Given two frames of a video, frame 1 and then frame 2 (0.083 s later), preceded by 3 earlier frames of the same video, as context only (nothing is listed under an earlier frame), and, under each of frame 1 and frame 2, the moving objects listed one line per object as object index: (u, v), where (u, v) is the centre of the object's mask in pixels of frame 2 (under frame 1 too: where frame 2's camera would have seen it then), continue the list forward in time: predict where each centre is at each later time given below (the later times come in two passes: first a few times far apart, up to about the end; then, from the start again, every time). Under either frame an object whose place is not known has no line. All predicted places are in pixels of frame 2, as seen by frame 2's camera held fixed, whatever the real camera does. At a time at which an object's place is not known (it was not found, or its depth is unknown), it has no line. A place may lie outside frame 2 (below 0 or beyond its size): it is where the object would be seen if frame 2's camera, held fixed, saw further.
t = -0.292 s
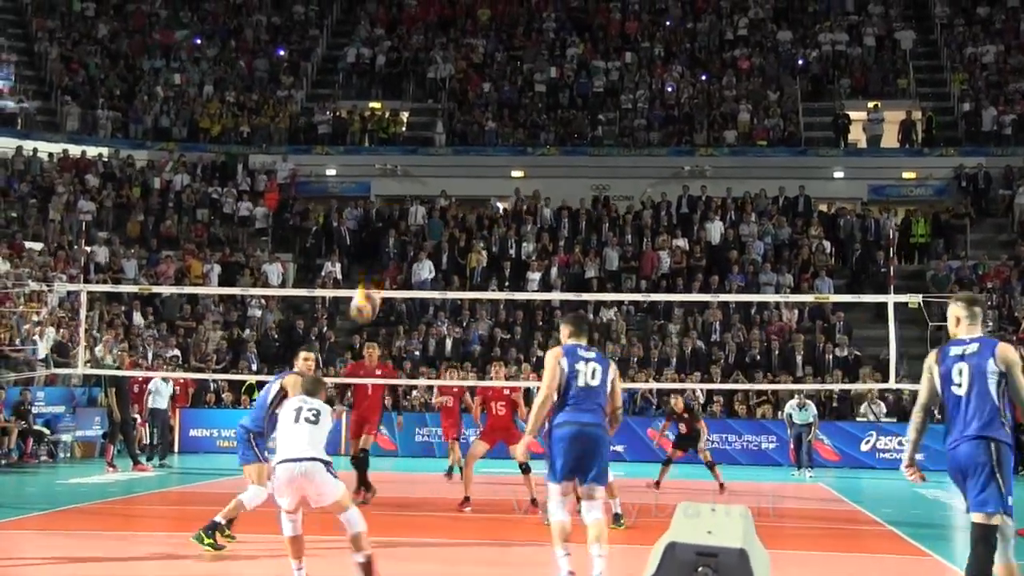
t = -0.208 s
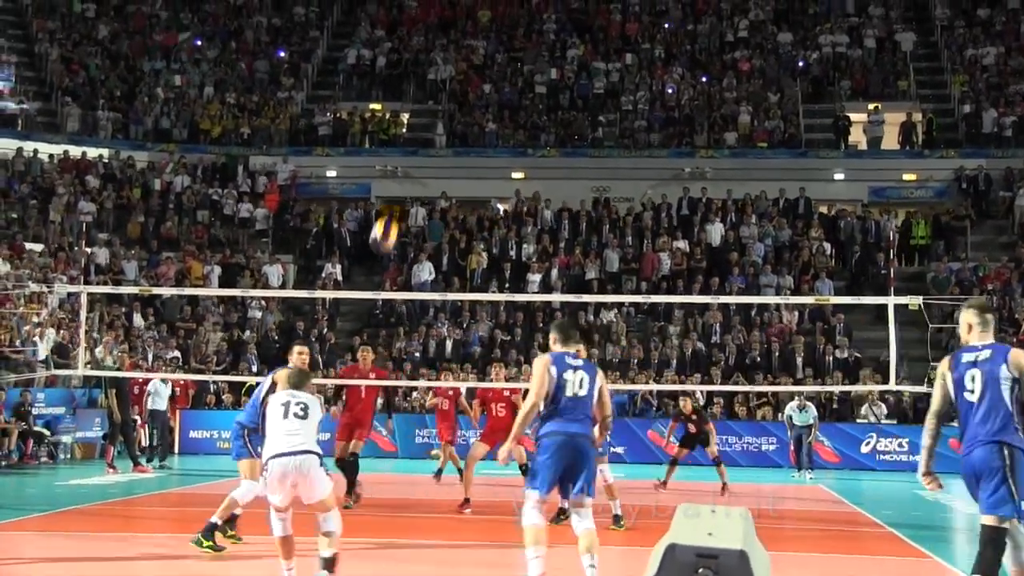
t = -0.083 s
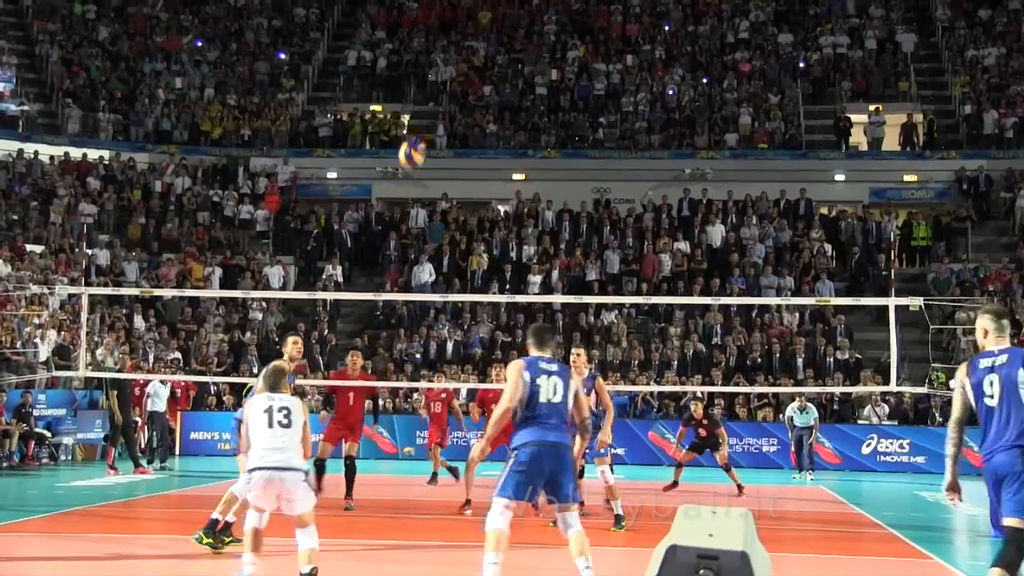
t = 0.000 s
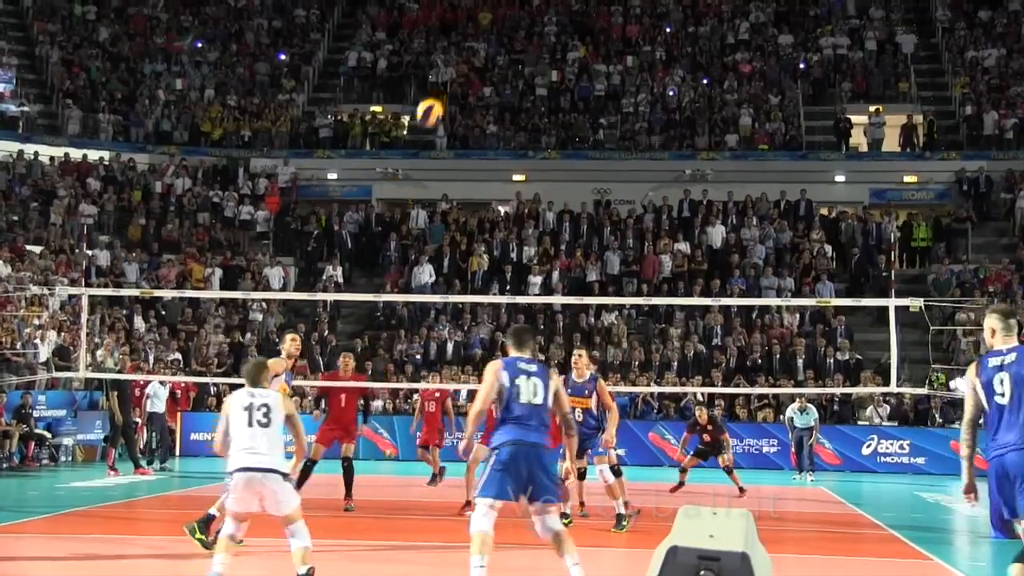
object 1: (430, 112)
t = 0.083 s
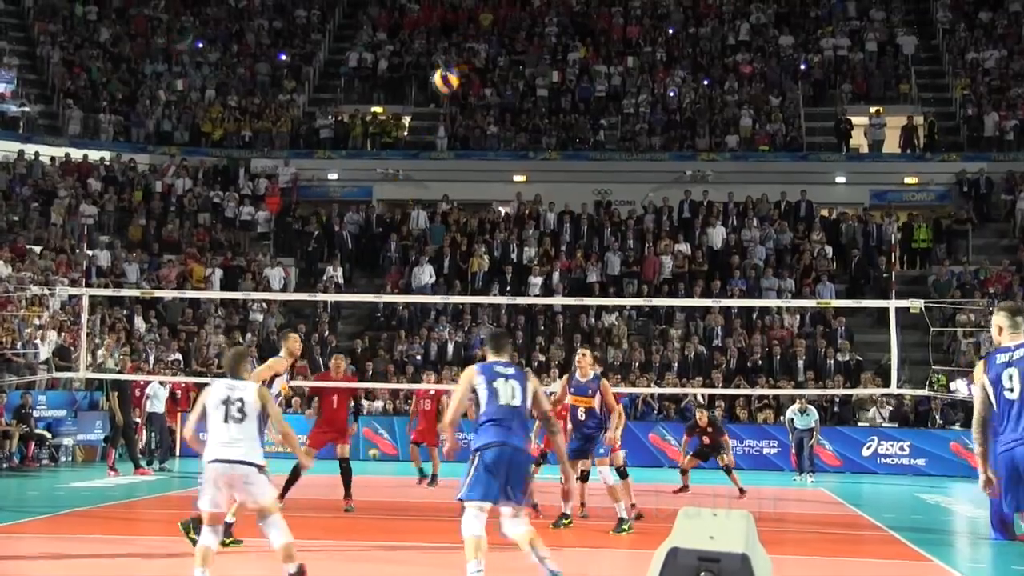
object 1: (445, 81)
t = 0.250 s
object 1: (475, 39)
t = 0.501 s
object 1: (515, 28)
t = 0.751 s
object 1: (550, 77)
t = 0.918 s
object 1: (571, 135)
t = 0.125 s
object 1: (454, 64)
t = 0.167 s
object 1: (462, 54)
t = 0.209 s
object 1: (468, 45)
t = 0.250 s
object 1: (475, 39)
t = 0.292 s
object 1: (482, 32)
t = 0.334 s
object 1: (490, 27)
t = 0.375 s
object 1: (496, 26)
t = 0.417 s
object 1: (502, 25)
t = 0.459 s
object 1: (509, 27)
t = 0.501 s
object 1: (515, 28)
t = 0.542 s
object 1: (521, 33)
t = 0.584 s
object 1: (527, 39)
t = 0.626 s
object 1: (533, 46)
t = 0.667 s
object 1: (539, 54)
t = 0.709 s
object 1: (545, 65)
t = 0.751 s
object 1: (550, 77)
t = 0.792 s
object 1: (555, 90)
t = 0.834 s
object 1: (560, 102)
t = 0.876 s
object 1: (566, 119)
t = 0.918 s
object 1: (571, 135)
